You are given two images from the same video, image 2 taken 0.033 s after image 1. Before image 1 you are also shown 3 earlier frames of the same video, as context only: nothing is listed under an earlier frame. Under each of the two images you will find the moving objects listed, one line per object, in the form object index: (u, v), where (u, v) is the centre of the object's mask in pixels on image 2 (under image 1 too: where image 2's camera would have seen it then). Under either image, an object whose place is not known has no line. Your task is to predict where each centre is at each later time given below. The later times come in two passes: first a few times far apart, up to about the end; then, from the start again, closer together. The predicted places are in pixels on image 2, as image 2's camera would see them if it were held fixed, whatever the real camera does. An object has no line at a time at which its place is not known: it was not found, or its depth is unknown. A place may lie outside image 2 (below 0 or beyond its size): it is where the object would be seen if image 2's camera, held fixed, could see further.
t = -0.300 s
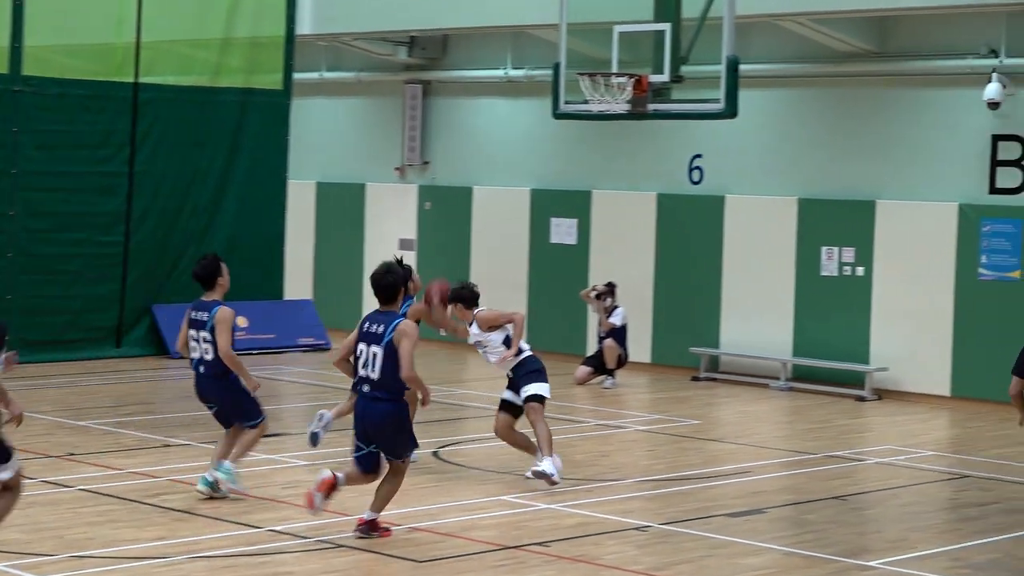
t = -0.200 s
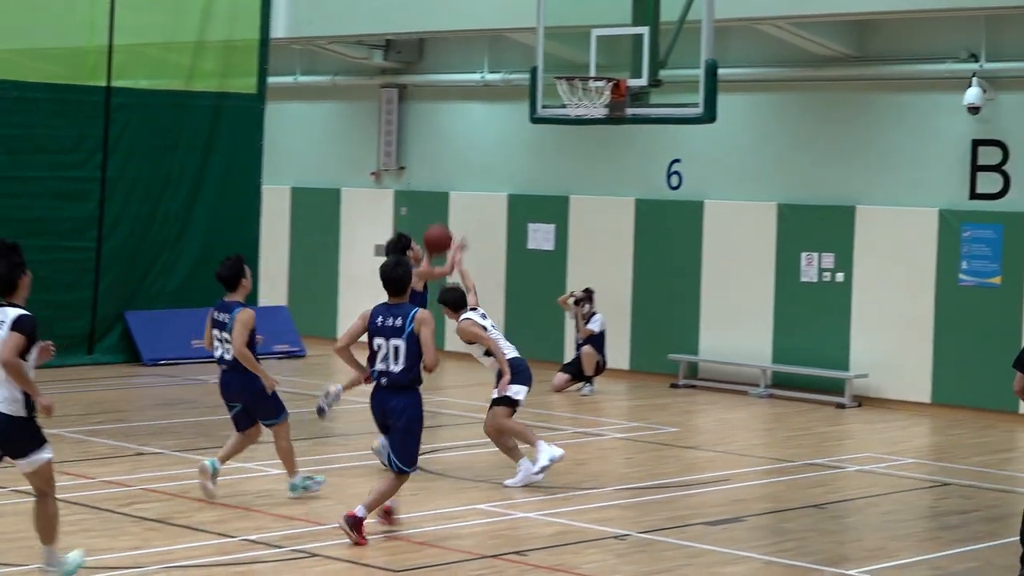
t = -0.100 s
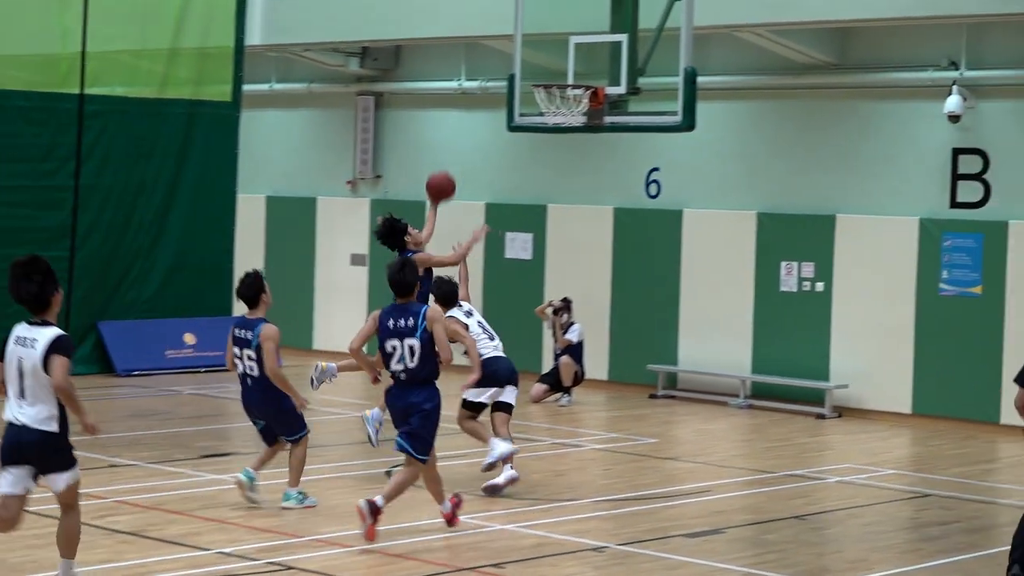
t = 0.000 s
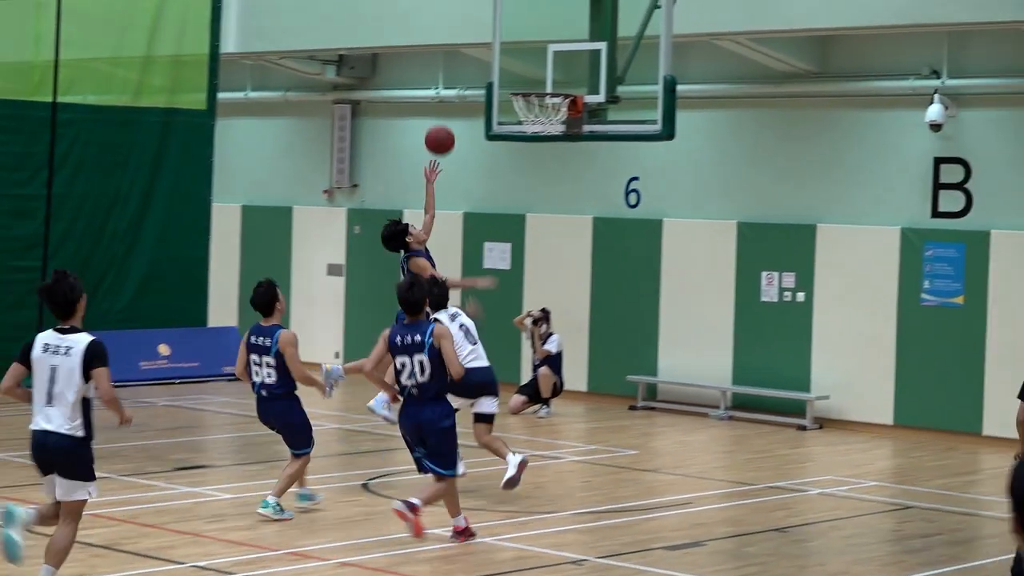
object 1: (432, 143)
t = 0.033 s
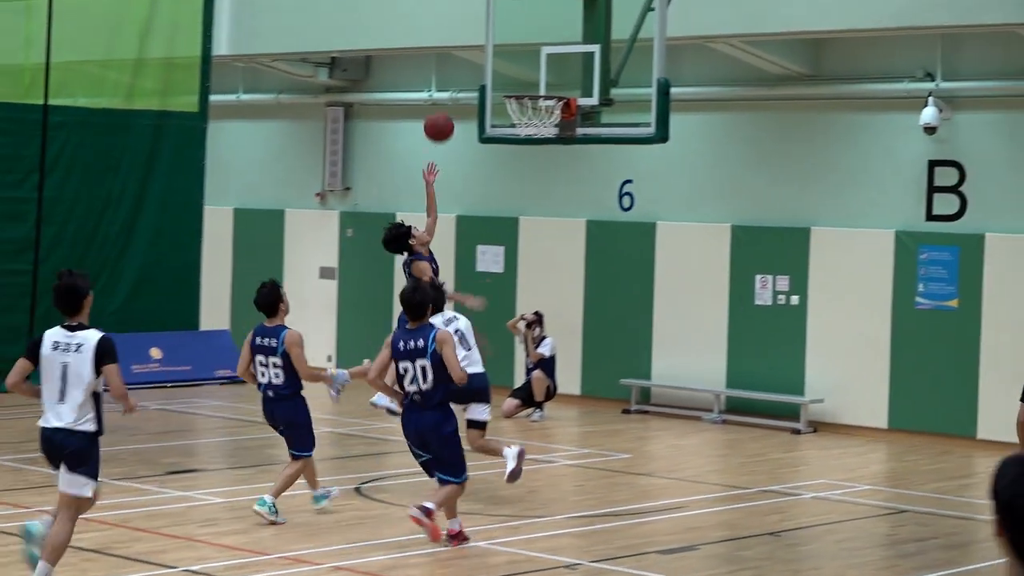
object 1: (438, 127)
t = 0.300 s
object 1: (488, 48)
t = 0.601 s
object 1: (540, 65)
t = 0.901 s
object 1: (560, 50)
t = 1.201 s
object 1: (553, 72)
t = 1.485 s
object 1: (527, 84)
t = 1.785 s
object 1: (537, 130)
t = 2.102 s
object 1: (545, 205)
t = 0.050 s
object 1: (442, 119)
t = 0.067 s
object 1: (445, 112)
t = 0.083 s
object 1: (448, 106)
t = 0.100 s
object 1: (451, 99)
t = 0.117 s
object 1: (454, 93)
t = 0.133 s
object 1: (458, 87)
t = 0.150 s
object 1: (461, 81)
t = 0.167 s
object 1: (464, 77)
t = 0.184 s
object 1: (467, 72)
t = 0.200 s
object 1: (470, 68)
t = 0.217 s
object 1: (473, 64)
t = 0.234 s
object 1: (476, 60)
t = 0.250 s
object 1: (479, 57)
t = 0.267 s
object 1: (482, 53)
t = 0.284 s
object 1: (485, 51)
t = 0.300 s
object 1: (488, 48)
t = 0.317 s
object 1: (491, 46)
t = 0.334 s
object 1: (494, 45)
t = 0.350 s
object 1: (497, 43)
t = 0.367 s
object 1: (500, 42)
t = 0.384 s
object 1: (503, 42)
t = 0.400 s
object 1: (506, 42)
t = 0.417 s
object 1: (508, 42)
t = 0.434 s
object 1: (511, 42)
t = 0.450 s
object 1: (514, 43)
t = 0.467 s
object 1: (517, 44)
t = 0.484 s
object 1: (520, 45)
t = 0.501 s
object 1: (523, 47)
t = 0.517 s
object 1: (525, 49)
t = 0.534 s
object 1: (528, 52)
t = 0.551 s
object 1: (531, 55)
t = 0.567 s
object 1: (534, 58)
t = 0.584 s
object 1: (537, 62)
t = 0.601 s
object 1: (540, 65)
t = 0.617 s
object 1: (543, 70)
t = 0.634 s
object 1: (545, 74)
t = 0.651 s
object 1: (548, 79)
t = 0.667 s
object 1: (551, 82)
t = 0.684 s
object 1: (552, 78)
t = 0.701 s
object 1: (553, 74)
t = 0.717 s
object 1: (555, 71)
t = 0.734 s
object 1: (556, 67)
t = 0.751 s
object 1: (557, 63)
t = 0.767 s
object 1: (559, 60)
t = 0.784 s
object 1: (560, 58)
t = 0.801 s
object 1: (560, 56)
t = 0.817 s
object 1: (560, 54)
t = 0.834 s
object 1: (560, 53)
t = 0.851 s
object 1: (560, 52)
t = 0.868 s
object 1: (560, 51)
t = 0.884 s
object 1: (560, 50)
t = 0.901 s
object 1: (560, 50)
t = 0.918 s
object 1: (560, 51)
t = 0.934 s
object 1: (560, 51)
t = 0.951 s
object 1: (560, 52)
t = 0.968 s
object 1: (560, 53)
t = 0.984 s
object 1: (560, 55)
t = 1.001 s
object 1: (559, 57)
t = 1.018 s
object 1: (559, 60)
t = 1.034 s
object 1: (559, 62)
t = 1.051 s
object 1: (559, 65)
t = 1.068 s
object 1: (559, 69)
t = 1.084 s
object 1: (559, 72)
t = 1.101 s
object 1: (559, 77)
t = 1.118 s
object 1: (559, 81)
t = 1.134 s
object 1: (559, 82)
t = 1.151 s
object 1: (557, 79)
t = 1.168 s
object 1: (555, 76)
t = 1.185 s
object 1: (554, 74)
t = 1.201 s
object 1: (553, 72)
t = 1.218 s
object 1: (551, 70)
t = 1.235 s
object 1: (550, 68)
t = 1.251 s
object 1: (548, 67)
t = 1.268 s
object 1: (547, 66)
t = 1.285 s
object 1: (545, 66)
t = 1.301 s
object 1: (544, 66)
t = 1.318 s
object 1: (543, 66)
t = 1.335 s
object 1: (541, 66)
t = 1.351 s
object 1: (539, 67)
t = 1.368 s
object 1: (538, 68)
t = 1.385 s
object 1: (536, 70)
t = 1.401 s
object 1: (535, 72)
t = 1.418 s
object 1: (533, 74)
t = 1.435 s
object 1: (532, 77)
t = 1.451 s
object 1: (530, 80)
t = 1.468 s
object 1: (528, 82)
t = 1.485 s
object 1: (527, 84)
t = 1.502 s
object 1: (527, 85)
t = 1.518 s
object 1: (527, 88)
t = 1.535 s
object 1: (528, 85)
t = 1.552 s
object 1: (528, 91)
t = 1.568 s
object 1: (529, 93)
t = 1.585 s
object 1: (529, 94)
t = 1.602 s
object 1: (530, 97)
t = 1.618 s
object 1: (530, 99)
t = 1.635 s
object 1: (531, 102)
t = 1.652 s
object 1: (531, 106)
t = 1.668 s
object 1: (532, 108)
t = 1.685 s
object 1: (532, 110)
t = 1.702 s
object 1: (533, 111)
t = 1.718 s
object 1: (535, 119)
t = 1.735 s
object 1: (535, 129)
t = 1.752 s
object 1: (535, 132)
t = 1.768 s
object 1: (536, 131)
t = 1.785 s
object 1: (537, 130)
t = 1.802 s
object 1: (538, 129)
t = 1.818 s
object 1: (538, 129)
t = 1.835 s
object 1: (538, 131)
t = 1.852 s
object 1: (539, 133)
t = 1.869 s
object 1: (539, 136)
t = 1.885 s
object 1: (540, 138)
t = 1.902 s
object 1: (540, 142)
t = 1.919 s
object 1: (541, 145)
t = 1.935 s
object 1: (541, 149)
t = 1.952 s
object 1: (542, 152)
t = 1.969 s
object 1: (543, 160)
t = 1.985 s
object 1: (543, 162)
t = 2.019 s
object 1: (544, 174)
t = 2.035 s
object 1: (544, 179)
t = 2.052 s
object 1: (544, 185)
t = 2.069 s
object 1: (545, 192)
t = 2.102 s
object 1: (545, 205)
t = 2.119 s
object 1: (545, 212)
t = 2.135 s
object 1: (546, 221)
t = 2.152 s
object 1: (546, 229)
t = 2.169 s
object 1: (546, 238)
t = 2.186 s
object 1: (546, 246)
